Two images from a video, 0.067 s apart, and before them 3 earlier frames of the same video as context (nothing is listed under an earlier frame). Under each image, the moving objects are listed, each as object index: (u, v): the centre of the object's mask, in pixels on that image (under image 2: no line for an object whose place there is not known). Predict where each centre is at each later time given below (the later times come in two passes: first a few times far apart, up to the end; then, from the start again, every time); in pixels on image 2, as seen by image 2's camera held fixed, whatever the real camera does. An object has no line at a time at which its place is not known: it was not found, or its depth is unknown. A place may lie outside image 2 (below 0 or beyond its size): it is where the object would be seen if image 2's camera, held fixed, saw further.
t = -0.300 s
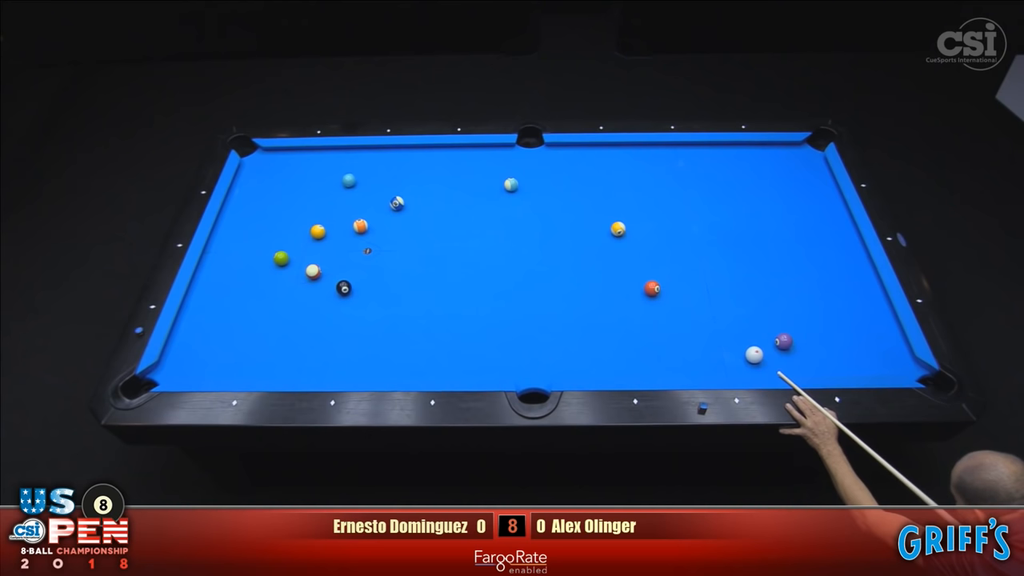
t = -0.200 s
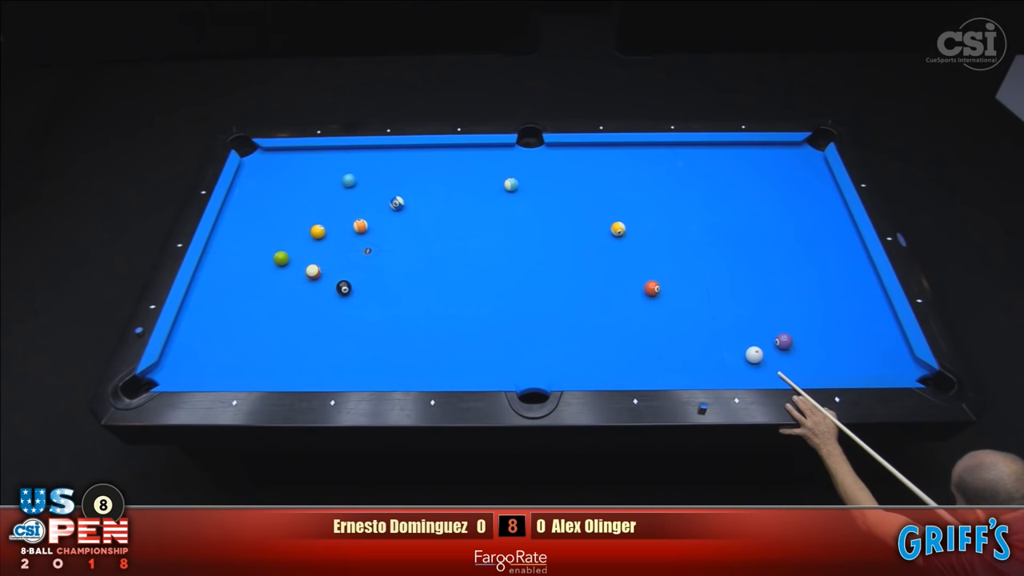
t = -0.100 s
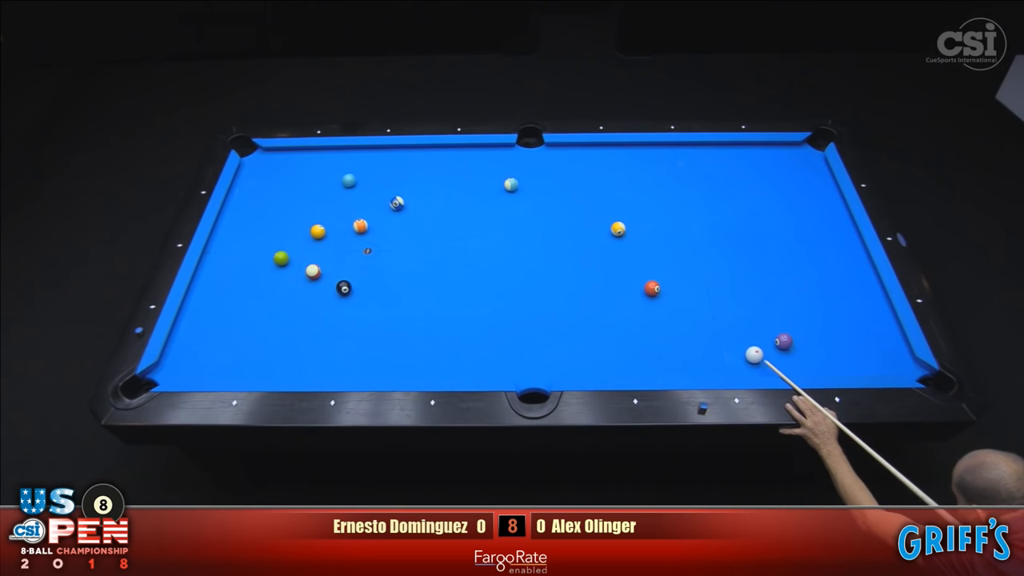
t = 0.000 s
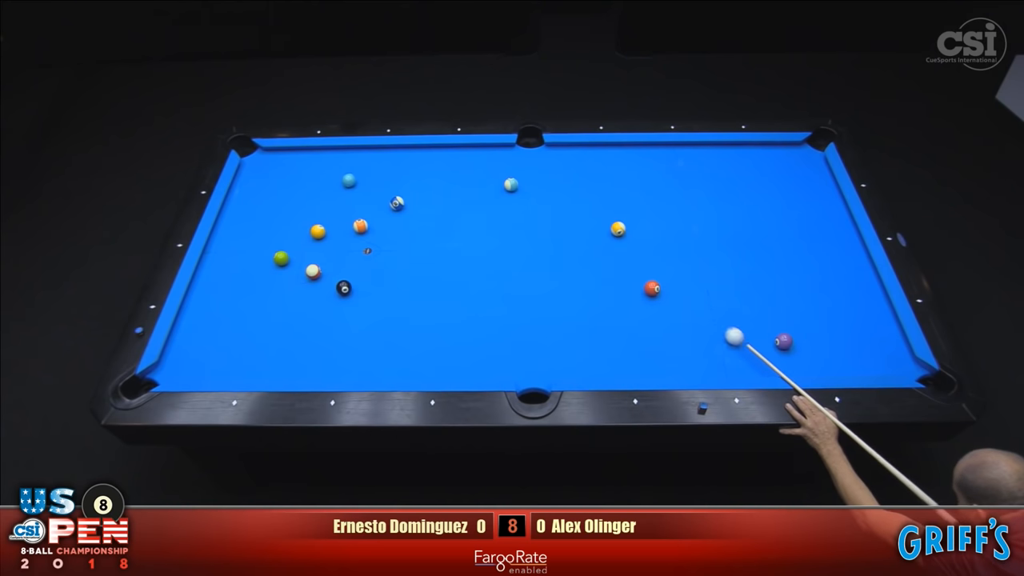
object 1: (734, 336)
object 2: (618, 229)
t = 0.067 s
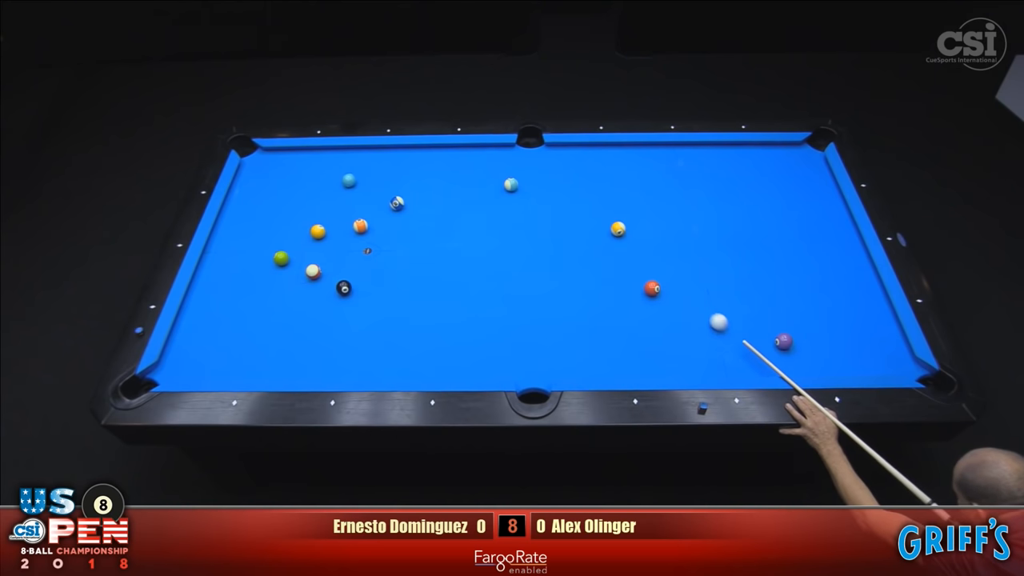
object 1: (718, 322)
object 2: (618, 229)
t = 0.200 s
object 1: (689, 295)
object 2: (618, 229)
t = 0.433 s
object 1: (643, 252)
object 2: (618, 229)
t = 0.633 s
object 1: (624, 235)
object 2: (603, 215)
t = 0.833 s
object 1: (616, 227)
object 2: (582, 196)
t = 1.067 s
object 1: (607, 219)
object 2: (560, 175)
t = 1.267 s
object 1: (601, 213)
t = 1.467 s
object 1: (595, 207)
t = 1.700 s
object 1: (589, 202)
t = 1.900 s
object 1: (584, 197)
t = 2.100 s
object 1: (579, 193)
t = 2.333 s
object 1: (575, 190)
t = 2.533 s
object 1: (572, 187)
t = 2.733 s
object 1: (569, 184)
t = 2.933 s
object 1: (568, 182)
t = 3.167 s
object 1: (566, 181)
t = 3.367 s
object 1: (565, 180)
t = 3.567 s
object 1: (565, 179)
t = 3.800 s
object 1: (565, 179)
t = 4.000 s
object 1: (565, 179)
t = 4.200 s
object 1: (565, 179)
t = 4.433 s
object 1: (565, 179)
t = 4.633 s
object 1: (565, 179)
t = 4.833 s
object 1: (565, 179)
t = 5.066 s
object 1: (565, 179)
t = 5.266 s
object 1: (565, 179)
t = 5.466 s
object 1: (565, 179)
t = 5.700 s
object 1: (565, 179)
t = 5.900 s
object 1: (565, 179)
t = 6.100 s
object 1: (565, 179)
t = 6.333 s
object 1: (565, 179)
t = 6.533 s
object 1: (565, 179)
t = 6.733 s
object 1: (565, 179)
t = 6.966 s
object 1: (565, 179)
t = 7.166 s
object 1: (565, 179)
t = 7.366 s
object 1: (565, 179)
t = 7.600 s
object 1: (565, 179)
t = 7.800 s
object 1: (565, 179)
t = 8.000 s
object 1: (565, 179)
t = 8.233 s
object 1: (565, 179)
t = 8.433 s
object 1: (565, 179)
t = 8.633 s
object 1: (565, 179)
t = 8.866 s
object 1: (565, 179)
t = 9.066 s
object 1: (565, 179)
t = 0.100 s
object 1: (711, 315)
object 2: (618, 229)
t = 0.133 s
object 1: (704, 308)
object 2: (618, 229)
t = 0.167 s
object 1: (696, 301)
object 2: (618, 229)
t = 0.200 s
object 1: (689, 295)
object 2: (618, 229)
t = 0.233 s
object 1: (682, 289)
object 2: (618, 229)
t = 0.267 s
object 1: (676, 282)
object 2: (618, 229)
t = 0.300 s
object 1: (669, 276)
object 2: (618, 229)
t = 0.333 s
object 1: (662, 270)
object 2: (618, 229)
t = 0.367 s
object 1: (656, 264)
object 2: (618, 229)
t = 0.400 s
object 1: (649, 258)
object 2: (618, 229)
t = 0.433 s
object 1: (643, 252)
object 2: (618, 229)
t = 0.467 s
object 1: (637, 247)
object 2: (618, 229)
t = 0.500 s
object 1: (631, 241)
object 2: (618, 229)
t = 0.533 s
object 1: (627, 237)
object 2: (616, 227)
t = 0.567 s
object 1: (626, 237)
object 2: (611, 222)
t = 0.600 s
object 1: (625, 236)
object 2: (607, 218)
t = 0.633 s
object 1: (624, 235)
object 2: (603, 215)
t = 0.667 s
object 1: (623, 234)
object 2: (599, 211)
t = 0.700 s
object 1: (621, 232)
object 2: (596, 208)
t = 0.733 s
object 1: (620, 231)
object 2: (592, 205)
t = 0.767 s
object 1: (619, 230)
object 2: (589, 202)
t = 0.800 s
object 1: (617, 228)
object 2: (585, 199)
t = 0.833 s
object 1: (616, 227)
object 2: (582, 196)
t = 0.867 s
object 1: (614, 226)
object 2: (579, 192)
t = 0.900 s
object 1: (613, 225)
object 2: (576, 190)
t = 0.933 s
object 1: (612, 224)
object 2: (572, 187)
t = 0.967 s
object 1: (611, 223)
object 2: (569, 184)
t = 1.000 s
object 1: (610, 221)
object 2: (566, 181)
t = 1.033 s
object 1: (609, 220)
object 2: (563, 178)
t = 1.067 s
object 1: (607, 219)
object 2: (560, 175)
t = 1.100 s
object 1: (606, 218)
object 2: (557, 173)
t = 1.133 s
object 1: (605, 217)
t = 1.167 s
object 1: (604, 216)
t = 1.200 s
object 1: (603, 215)
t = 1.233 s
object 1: (602, 214)
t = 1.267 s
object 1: (601, 213)
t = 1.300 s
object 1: (600, 212)
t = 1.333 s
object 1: (599, 211)
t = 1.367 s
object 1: (598, 210)
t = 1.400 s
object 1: (597, 209)
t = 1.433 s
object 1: (596, 208)
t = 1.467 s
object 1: (595, 207)
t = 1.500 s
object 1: (594, 206)
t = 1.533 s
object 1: (593, 206)
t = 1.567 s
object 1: (592, 205)
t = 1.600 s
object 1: (591, 204)
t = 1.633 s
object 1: (590, 203)
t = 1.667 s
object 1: (590, 202)
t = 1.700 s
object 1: (589, 202)
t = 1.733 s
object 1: (588, 201)
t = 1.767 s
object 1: (587, 200)
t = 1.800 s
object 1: (586, 199)
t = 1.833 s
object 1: (585, 199)
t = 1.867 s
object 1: (585, 198)
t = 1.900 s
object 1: (584, 197)
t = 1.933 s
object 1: (583, 197)
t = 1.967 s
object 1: (582, 196)
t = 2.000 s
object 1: (582, 195)
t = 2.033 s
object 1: (581, 194)
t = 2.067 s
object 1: (580, 194)
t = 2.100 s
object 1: (579, 193)
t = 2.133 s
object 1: (579, 193)
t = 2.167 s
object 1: (578, 192)
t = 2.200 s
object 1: (577, 192)
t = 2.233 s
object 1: (577, 191)
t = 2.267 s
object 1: (576, 191)
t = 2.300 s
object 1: (576, 190)
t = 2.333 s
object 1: (575, 190)
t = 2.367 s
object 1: (574, 189)
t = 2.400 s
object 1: (574, 189)
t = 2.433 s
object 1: (573, 188)
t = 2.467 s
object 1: (573, 188)
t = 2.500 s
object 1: (572, 187)
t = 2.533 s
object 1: (572, 187)
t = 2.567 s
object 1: (571, 186)
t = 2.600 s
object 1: (571, 186)
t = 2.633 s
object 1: (571, 186)
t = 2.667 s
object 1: (570, 185)
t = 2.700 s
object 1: (570, 185)
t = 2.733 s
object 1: (569, 184)
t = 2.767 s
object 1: (569, 184)
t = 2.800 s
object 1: (569, 184)
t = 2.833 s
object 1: (568, 183)
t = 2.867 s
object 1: (568, 183)
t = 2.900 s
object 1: (568, 183)
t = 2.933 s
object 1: (568, 182)
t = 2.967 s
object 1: (567, 182)
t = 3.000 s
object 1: (567, 182)
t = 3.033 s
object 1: (567, 182)
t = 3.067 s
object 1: (567, 181)
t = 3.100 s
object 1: (566, 181)
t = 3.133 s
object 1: (566, 181)
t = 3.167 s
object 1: (566, 181)
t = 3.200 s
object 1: (566, 180)
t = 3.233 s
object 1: (566, 180)
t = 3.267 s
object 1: (565, 180)
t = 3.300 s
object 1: (565, 180)
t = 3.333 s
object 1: (565, 180)
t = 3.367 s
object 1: (565, 180)
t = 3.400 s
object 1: (565, 179)
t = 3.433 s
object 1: (565, 179)
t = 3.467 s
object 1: (565, 179)
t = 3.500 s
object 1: (565, 179)
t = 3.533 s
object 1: (565, 179)
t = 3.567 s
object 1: (565, 179)
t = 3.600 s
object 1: (565, 179)
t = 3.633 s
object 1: (565, 179)
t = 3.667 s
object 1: (565, 179)
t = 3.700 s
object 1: (565, 179)
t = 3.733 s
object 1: (565, 179)
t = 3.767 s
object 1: (565, 179)
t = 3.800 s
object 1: (565, 179)
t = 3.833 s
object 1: (565, 179)
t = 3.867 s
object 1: (565, 179)
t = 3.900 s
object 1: (565, 179)
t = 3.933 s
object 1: (565, 179)
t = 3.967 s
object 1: (565, 179)
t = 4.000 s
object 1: (565, 179)
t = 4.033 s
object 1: (565, 179)
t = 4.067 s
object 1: (565, 179)
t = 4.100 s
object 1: (565, 179)
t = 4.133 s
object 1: (565, 179)
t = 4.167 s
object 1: (565, 179)
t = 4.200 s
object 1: (565, 179)
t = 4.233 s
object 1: (565, 179)
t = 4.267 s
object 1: (565, 179)
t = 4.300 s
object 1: (565, 179)
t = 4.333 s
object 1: (565, 179)
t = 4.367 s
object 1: (565, 179)
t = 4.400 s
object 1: (565, 179)
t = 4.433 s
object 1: (565, 179)
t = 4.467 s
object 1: (565, 179)
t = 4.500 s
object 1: (565, 179)
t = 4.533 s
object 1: (565, 179)
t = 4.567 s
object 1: (565, 179)
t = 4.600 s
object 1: (565, 179)
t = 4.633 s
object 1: (565, 179)
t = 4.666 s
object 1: (565, 179)
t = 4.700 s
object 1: (565, 179)
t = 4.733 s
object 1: (565, 179)
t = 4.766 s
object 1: (565, 179)
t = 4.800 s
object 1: (565, 179)
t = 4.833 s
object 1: (565, 179)
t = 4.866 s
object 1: (565, 179)
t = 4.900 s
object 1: (565, 179)
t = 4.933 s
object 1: (565, 179)
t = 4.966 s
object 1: (565, 179)
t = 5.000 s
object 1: (565, 179)
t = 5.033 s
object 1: (565, 179)
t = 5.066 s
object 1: (565, 179)
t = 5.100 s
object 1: (565, 179)
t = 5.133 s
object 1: (565, 179)
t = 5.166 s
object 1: (565, 179)
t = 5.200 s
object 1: (565, 179)
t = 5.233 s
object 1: (565, 179)
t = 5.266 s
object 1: (565, 179)
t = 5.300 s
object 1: (565, 179)
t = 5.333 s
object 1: (565, 179)
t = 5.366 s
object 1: (565, 179)
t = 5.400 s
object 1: (565, 179)
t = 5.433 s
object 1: (565, 179)
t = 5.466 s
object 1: (565, 179)
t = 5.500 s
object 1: (565, 179)
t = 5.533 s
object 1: (565, 179)
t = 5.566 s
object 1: (565, 179)
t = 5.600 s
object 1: (565, 179)
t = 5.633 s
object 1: (565, 179)
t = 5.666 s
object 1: (565, 179)
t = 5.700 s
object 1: (565, 179)
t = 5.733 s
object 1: (565, 179)
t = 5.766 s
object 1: (565, 179)
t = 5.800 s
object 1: (565, 179)
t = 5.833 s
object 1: (565, 179)
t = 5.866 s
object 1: (565, 179)
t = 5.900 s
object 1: (565, 179)
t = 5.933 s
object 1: (565, 179)
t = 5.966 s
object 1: (565, 179)
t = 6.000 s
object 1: (565, 179)
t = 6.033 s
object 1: (565, 179)
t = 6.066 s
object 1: (565, 179)
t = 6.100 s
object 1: (565, 179)
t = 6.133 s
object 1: (565, 179)
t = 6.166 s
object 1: (565, 179)
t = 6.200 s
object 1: (565, 179)
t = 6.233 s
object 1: (565, 179)
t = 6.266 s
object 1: (565, 179)
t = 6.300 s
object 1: (565, 179)
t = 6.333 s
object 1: (565, 179)
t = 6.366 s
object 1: (565, 179)
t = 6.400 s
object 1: (565, 179)
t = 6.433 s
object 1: (565, 179)
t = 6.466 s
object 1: (565, 179)
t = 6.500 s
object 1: (565, 179)
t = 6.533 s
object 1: (565, 179)
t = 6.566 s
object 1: (565, 179)
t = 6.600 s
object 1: (565, 179)
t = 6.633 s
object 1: (565, 179)
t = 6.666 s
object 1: (565, 179)
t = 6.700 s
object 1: (565, 179)
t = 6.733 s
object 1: (565, 179)
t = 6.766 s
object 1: (565, 179)
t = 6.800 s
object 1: (565, 179)
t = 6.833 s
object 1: (565, 179)
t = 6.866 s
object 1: (565, 179)
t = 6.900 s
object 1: (565, 179)
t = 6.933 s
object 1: (565, 179)
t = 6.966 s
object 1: (565, 179)
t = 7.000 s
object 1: (565, 179)
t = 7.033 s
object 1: (565, 179)
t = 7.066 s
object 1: (565, 179)
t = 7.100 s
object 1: (565, 179)
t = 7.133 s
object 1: (565, 179)
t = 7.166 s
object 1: (565, 179)
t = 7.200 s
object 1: (565, 179)
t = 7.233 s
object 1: (565, 179)
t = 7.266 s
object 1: (565, 179)
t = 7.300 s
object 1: (565, 179)
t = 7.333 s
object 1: (565, 179)
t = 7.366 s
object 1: (565, 179)
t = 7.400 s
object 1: (565, 179)
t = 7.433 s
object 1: (565, 179)
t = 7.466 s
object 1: (565, 179)
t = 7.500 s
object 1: (565, 179)
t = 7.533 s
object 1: (565, 179)
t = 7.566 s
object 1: (565, 179)
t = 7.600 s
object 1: (565, 179)
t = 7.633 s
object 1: (565, 179)
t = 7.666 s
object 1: (565, 179)
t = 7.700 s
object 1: (565, 179)
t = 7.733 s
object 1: (565, 179)
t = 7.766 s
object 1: (565, 179)
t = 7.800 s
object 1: (565, 179)
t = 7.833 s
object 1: (565, 179)
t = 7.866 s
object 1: (565, 179)
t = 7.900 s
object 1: (565, 179)
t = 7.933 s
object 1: (565, 179)
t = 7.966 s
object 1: (565, 179)
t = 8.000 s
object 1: (565, 179)
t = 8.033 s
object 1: (565, 179)
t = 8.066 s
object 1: (565, 179)
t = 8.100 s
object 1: (565, 179)
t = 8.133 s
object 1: (565, 179)
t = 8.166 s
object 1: (565, 179)
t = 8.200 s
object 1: (565, 179)
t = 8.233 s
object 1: (565, 179)
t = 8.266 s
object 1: (565, 179)
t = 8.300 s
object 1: (565, 179)
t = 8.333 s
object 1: (565, 179)
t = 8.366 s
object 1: (565, 179)
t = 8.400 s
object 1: (565, 179)
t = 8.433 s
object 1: (565, 179)
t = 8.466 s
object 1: (565, 179)
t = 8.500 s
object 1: (565, 179)
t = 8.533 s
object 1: (565, 179)
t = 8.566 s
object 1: (565, 179)
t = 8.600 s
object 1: (565, 179)
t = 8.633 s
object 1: (565, 179)
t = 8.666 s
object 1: (565, 179)
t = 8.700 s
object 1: (565, 179)
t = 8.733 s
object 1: (565, 179)
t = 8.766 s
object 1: (565, 179)
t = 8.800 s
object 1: (565, 179)
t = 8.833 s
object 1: (565, 179)
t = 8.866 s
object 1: (565, 179)
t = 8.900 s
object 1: (565, 179)
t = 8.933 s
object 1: (565, 179)
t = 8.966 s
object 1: (565, 179)
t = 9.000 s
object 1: (565, 179)
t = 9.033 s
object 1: (565, 179)
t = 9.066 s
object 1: (565, 179)
